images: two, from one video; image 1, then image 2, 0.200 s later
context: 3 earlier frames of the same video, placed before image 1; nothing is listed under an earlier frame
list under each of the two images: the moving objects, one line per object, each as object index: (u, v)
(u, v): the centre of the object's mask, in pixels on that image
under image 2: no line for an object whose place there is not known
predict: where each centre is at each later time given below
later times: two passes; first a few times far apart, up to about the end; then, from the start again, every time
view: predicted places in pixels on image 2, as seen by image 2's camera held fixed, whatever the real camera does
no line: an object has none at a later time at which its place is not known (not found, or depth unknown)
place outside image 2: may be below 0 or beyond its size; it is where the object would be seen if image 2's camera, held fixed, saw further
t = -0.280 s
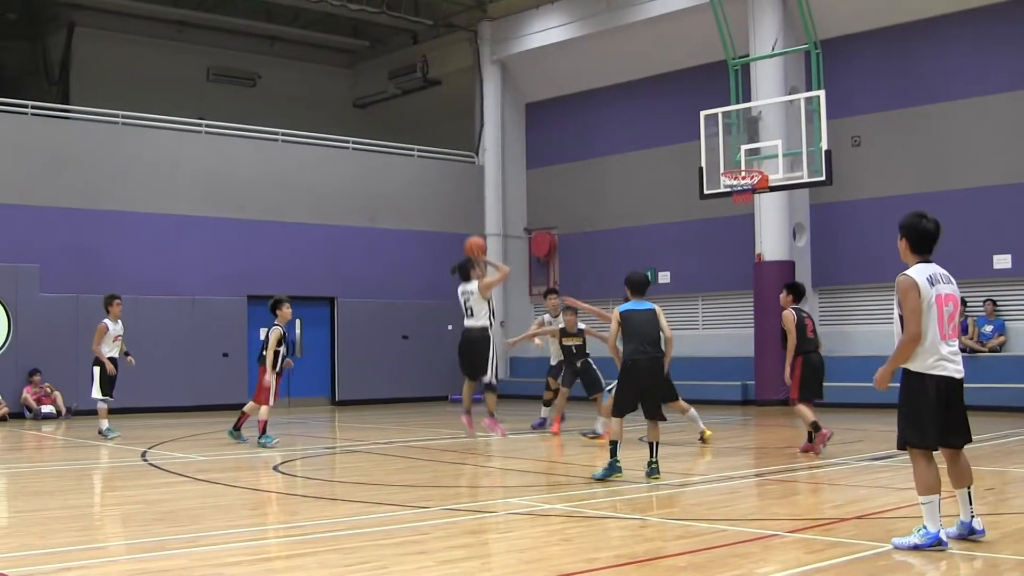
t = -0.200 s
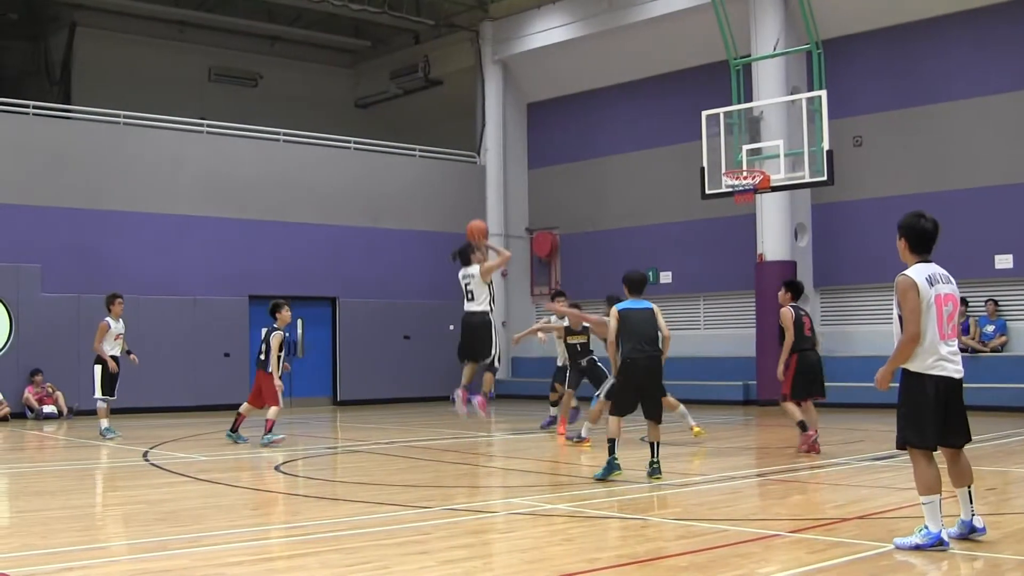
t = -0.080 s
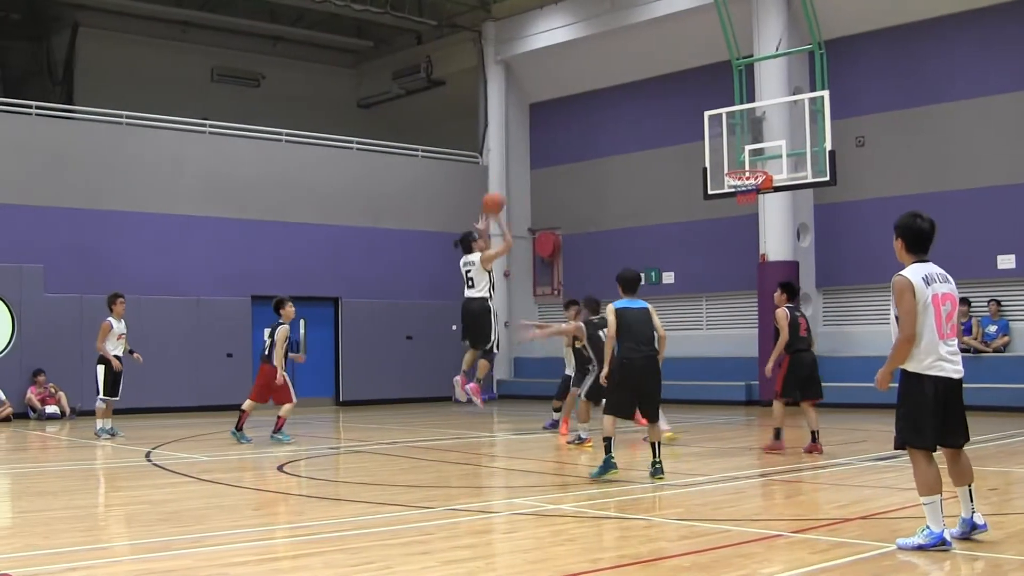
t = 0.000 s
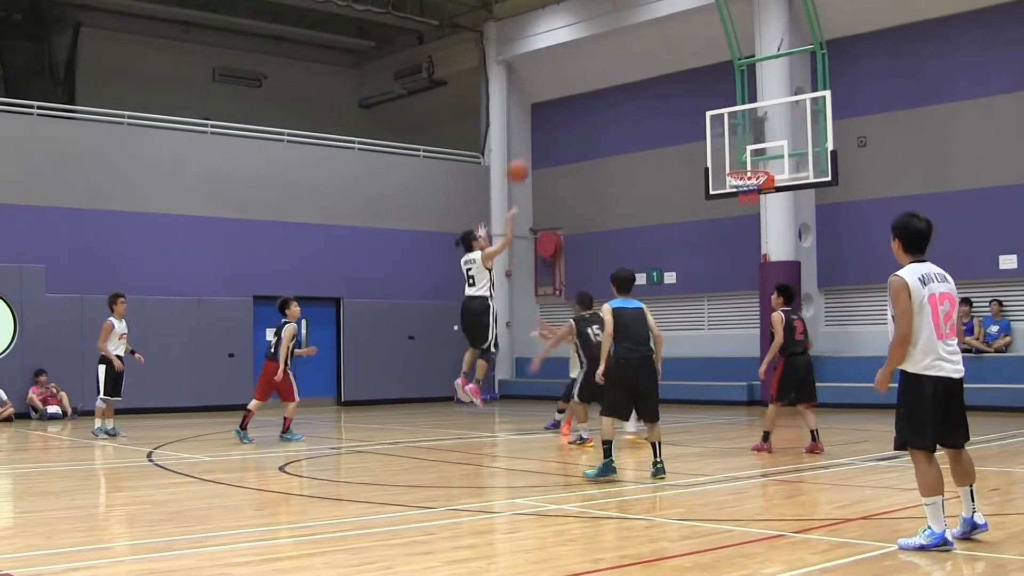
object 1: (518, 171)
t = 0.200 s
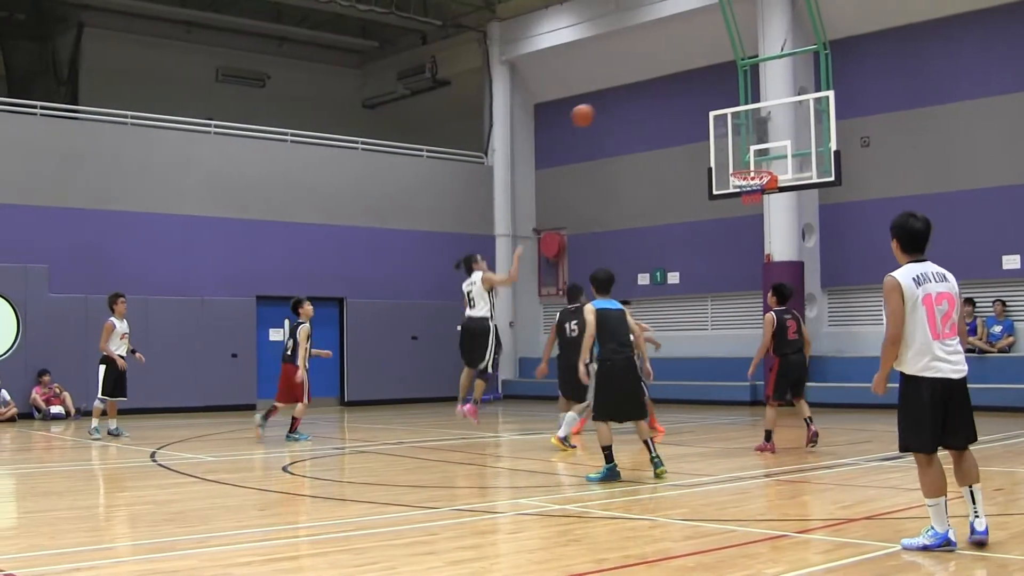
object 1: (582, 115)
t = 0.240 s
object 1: (594, 109)
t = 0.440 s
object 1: (653, 95)
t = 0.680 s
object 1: (721, 124)
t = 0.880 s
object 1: (755, 162)
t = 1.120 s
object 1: (718, 179)
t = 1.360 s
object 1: (682, 214)
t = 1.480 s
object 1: (665, 246)
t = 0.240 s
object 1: (594, 109)
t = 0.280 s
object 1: (607, 103)
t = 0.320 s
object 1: (618, 98)
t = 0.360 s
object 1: (629, 96)
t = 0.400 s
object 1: (642, 95)
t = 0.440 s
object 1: (653, 95)
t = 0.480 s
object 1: (665, 96)
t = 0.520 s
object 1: (676, 99)
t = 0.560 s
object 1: (687, 103)
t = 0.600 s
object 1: (699, 108)
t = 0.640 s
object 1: (710, 115)
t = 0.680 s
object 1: (721, 124)
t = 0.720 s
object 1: (733, 133)
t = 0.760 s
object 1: (743, 143)
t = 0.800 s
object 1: (754, 155)
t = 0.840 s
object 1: (762, 163)
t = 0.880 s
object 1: (755, 162)
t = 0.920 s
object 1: (750, 162)
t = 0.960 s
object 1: (744, 163)
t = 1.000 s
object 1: (737, 165)
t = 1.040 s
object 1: (730, 168)
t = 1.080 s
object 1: (724, 172)
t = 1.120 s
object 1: (718, 179)
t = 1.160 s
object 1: (712, 185)
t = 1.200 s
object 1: (706, 188)
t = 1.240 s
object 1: (699, 193)
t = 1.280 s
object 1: (694, 199)
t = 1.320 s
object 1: (688, 206)
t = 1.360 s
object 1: (682, 214)
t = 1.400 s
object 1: (676, 223)
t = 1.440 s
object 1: (670, 235)
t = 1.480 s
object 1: (665, 246)
